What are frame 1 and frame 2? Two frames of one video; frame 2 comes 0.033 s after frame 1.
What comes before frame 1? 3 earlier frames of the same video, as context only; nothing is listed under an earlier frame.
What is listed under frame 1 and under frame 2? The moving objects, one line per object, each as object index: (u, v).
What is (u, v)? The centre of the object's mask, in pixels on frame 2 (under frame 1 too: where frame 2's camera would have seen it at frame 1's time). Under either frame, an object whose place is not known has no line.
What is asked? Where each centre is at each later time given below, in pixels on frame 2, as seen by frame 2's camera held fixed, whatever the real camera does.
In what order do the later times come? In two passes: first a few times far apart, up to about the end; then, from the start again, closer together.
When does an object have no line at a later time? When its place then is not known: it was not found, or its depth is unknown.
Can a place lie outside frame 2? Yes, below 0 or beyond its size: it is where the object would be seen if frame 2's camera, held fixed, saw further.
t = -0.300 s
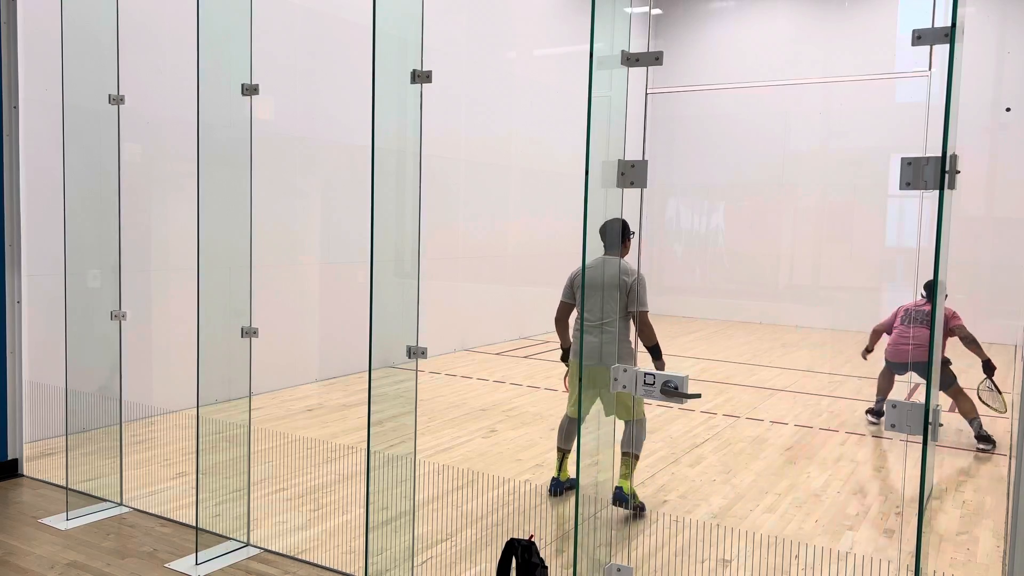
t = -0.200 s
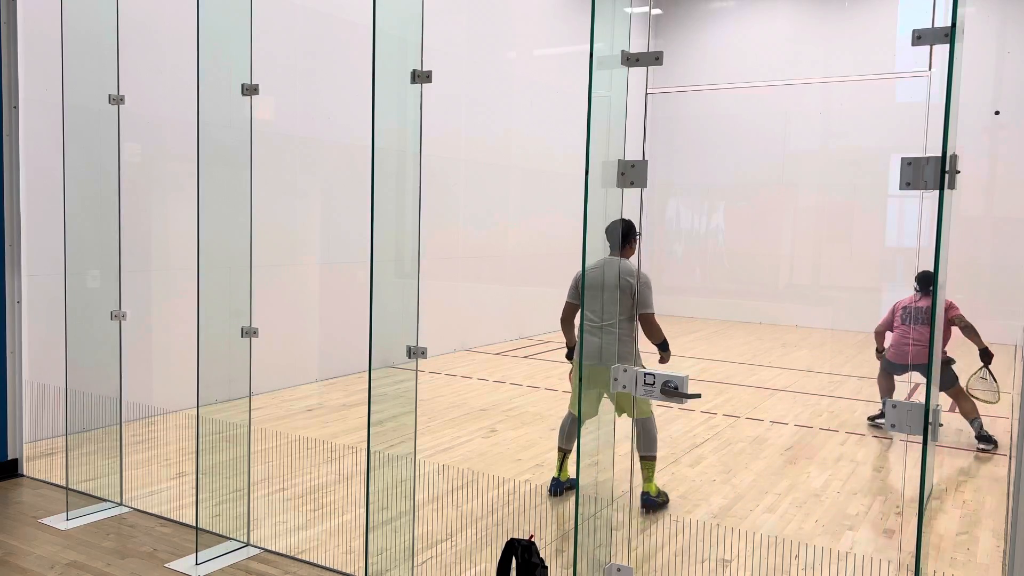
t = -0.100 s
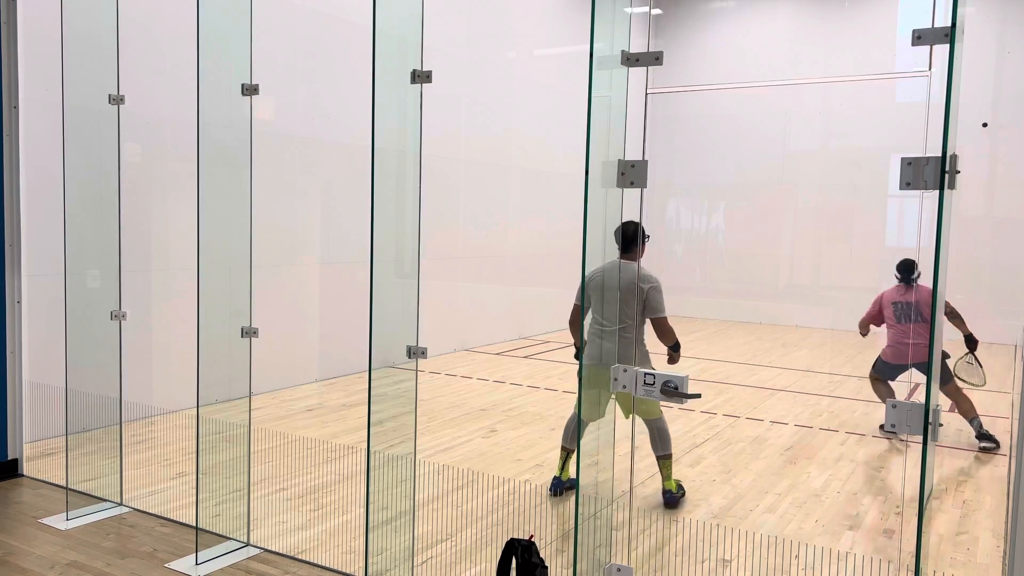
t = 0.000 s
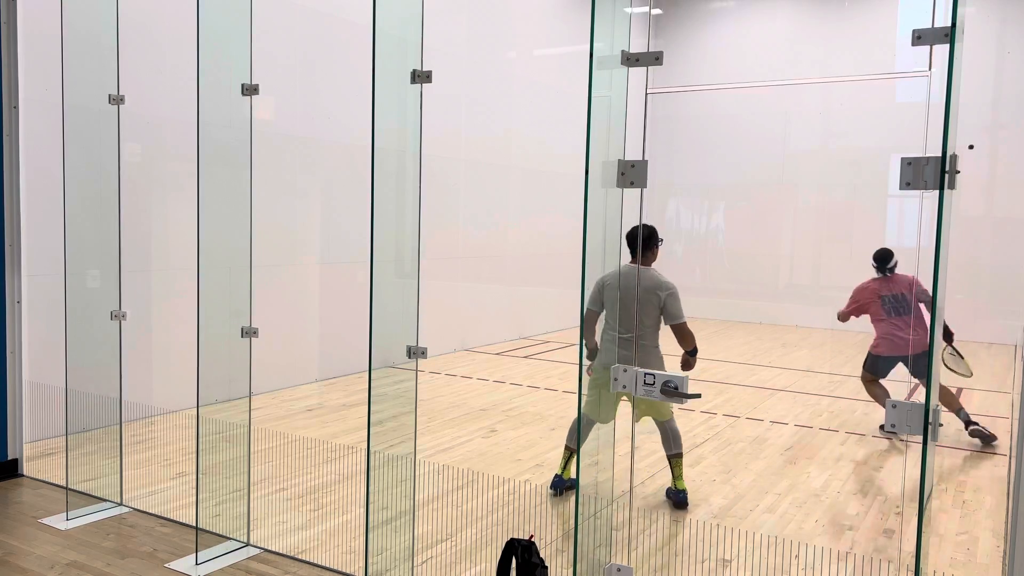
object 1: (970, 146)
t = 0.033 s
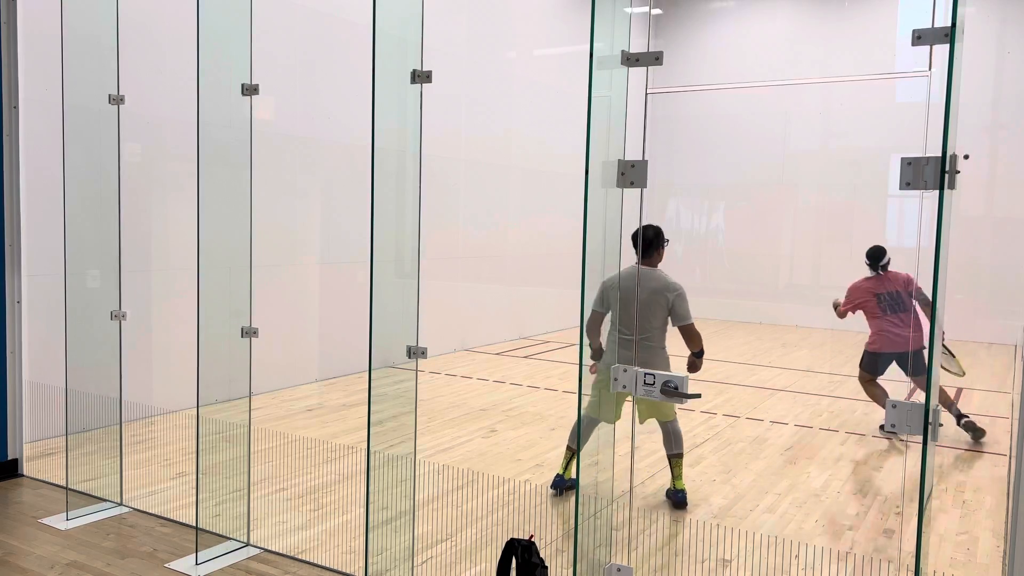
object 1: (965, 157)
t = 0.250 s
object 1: (929, 259)
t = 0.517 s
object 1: (887, 393)
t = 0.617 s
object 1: (887, 328)
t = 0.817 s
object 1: (883, 220)
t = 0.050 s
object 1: (964, 162)
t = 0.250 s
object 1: (929, 259)
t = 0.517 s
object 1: (887, 393)
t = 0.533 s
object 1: (887, 381)
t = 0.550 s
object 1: (887, 370)
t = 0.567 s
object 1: (887, 359)
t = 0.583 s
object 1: (887, 349)
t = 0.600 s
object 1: (887, 338)
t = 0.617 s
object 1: (887, 328)
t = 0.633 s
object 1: (887, 317)
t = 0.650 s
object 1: (886, 308)
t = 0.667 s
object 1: (886, 298)
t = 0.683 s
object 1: (886, 288)
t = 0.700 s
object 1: (885, 278)
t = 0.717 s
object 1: (885, 269)
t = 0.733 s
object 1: (885, 261)
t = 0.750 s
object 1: (885, 252)
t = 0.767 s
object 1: (885, 244)
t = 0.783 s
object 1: (884, 236)
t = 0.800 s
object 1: (884, 228)
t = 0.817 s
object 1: (883, 220)
